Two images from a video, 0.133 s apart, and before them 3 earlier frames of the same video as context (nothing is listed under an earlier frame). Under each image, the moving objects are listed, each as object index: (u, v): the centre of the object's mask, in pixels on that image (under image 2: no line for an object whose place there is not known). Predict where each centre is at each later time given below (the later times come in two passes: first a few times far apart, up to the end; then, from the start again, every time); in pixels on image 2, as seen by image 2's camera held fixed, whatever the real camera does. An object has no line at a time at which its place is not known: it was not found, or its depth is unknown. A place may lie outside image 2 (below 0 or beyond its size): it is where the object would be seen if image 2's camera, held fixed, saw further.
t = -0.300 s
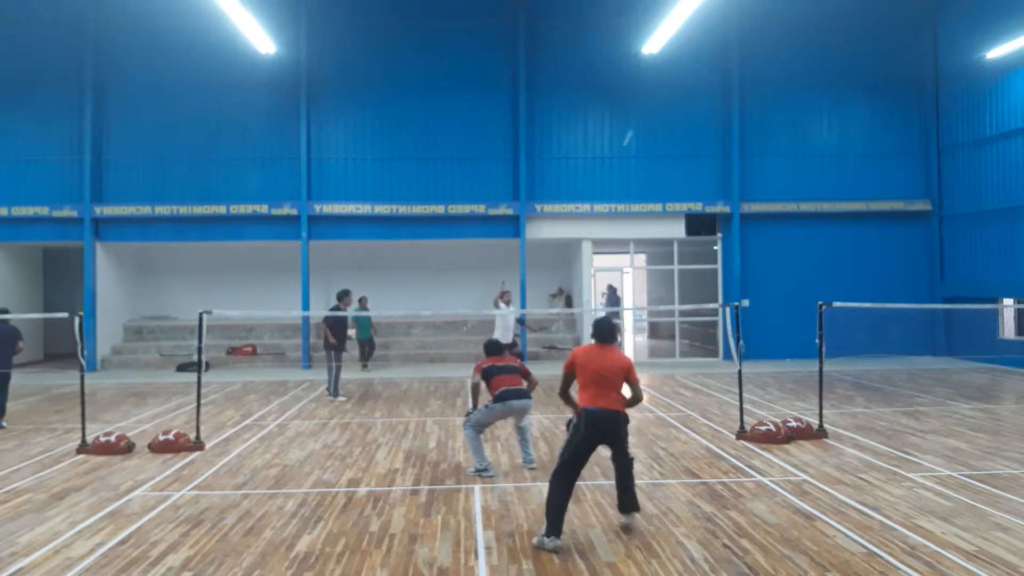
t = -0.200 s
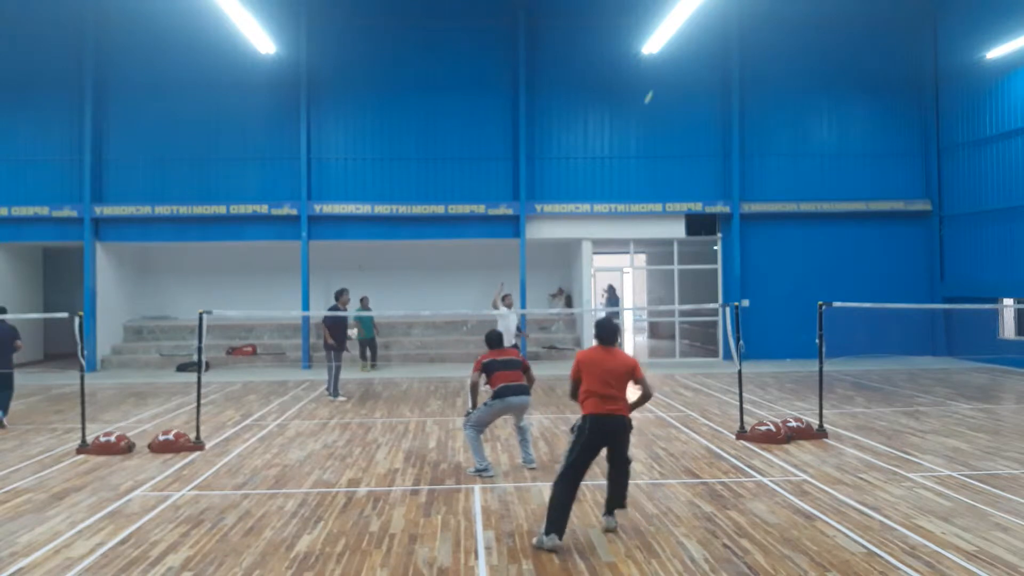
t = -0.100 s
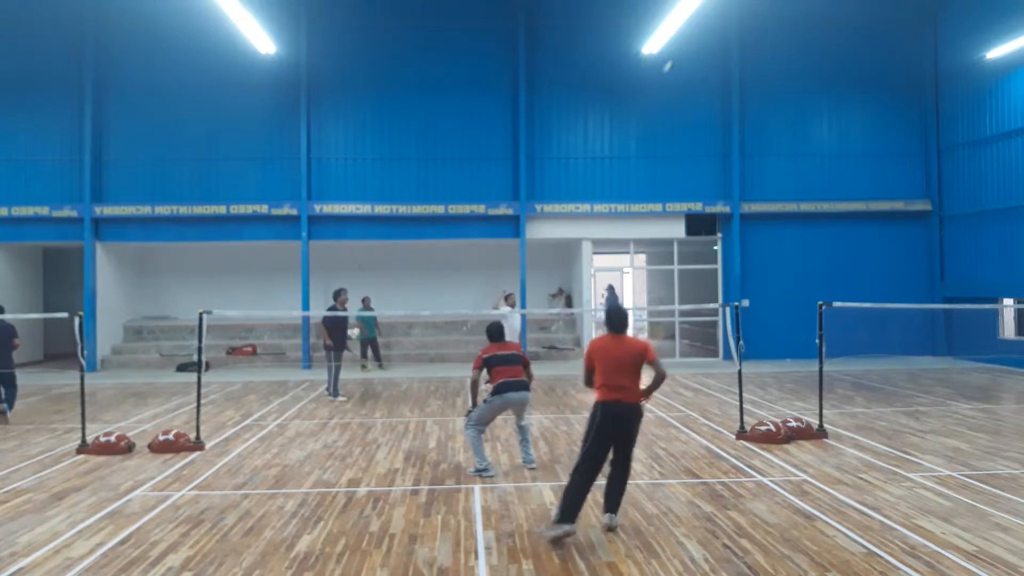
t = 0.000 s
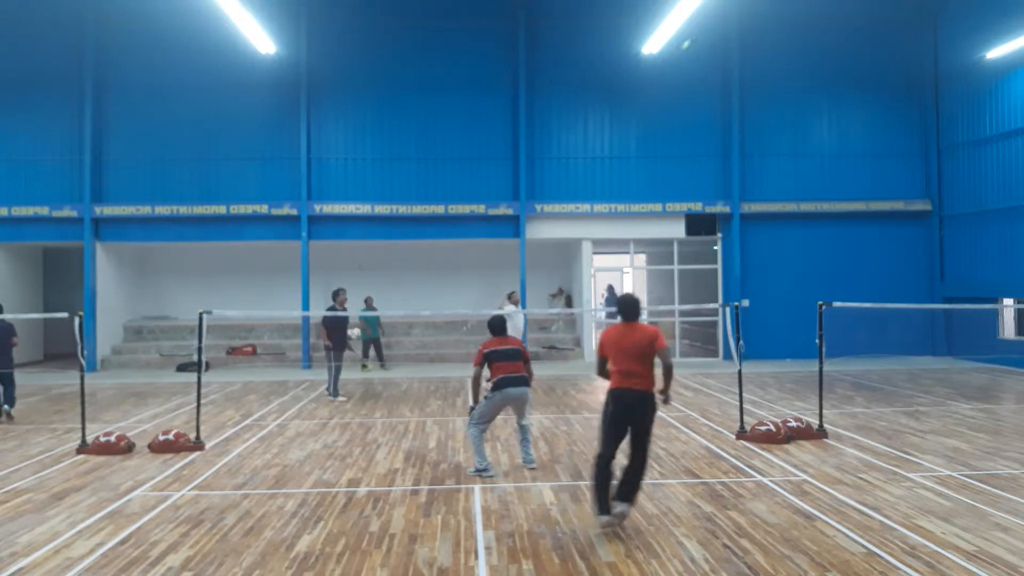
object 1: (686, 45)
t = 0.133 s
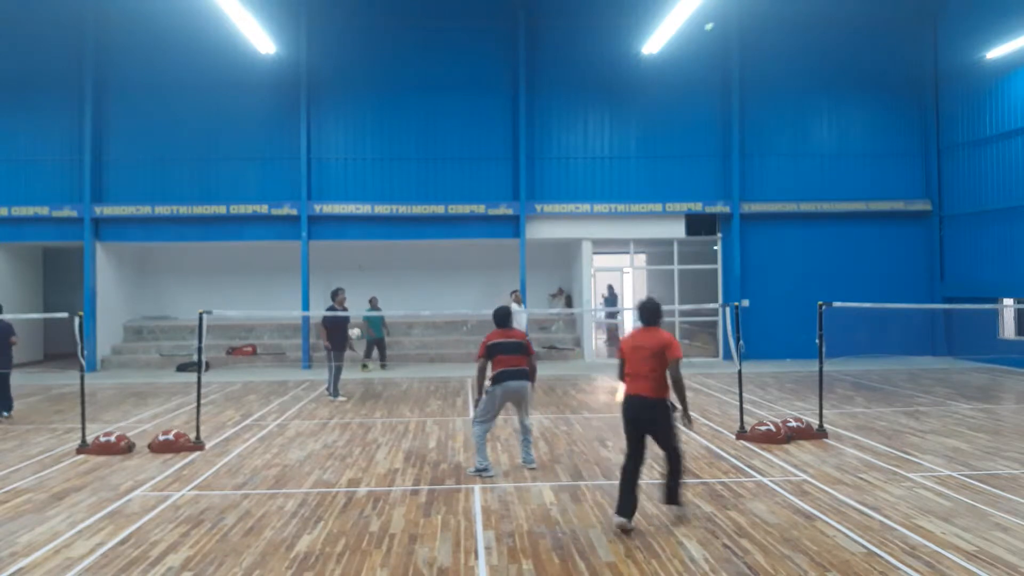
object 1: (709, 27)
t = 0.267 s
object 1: (733, 22)
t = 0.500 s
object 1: (773, 49)
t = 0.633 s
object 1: (795, 84)
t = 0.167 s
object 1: (715, 24)
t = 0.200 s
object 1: (721, 23)
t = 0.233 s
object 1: (726, 22)
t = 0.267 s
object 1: (733, 22)
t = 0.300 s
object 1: (738, 24)
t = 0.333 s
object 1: (744, 26)
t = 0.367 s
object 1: (750, 28)
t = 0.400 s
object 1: (756, 32)
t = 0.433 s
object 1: (762, 37)
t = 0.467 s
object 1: (767, 43)
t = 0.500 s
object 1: (773, 49)
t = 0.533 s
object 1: (779, 56)
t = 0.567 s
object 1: (784, 65)
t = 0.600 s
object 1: (790, 73)
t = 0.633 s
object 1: (795, 84)
